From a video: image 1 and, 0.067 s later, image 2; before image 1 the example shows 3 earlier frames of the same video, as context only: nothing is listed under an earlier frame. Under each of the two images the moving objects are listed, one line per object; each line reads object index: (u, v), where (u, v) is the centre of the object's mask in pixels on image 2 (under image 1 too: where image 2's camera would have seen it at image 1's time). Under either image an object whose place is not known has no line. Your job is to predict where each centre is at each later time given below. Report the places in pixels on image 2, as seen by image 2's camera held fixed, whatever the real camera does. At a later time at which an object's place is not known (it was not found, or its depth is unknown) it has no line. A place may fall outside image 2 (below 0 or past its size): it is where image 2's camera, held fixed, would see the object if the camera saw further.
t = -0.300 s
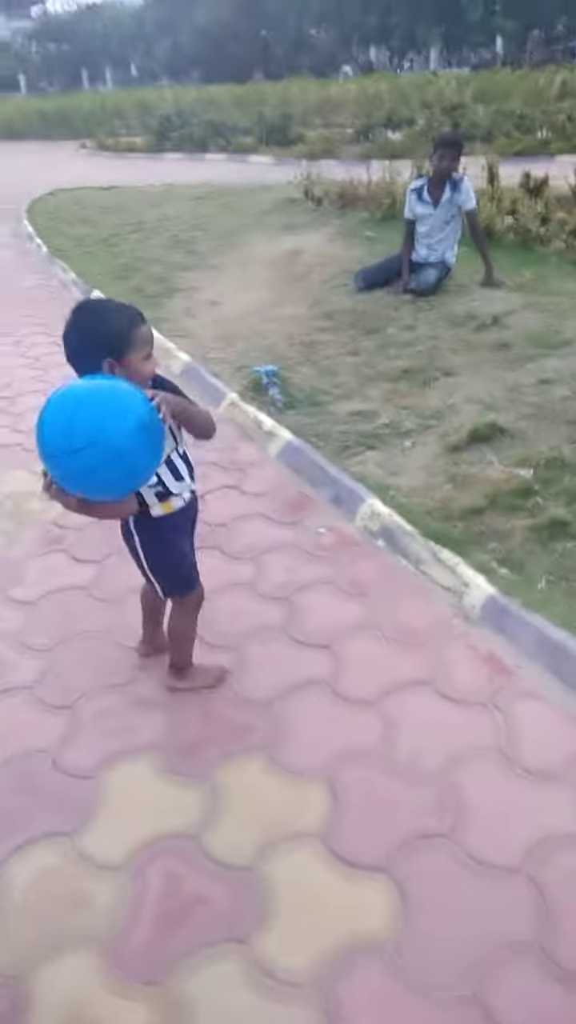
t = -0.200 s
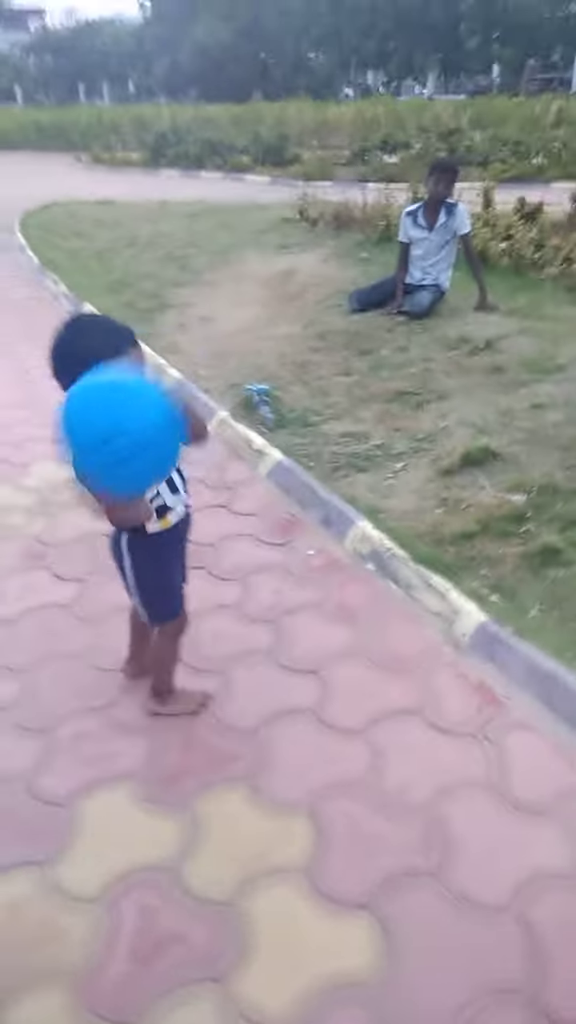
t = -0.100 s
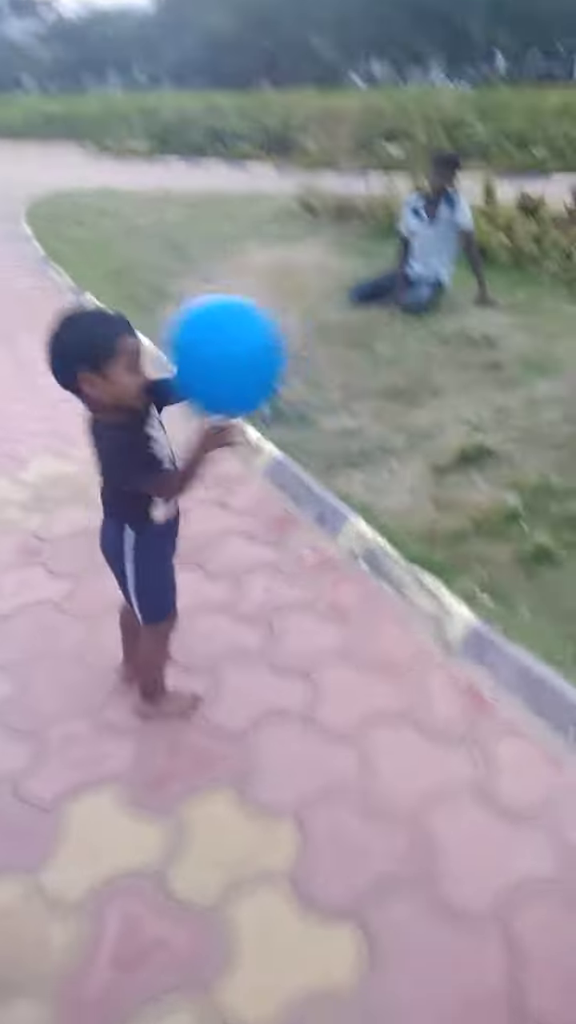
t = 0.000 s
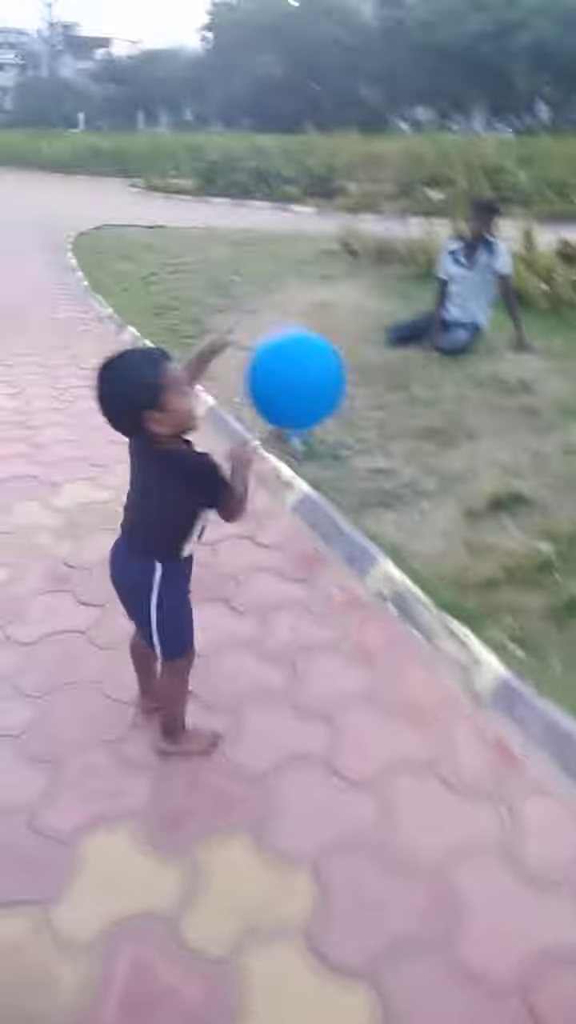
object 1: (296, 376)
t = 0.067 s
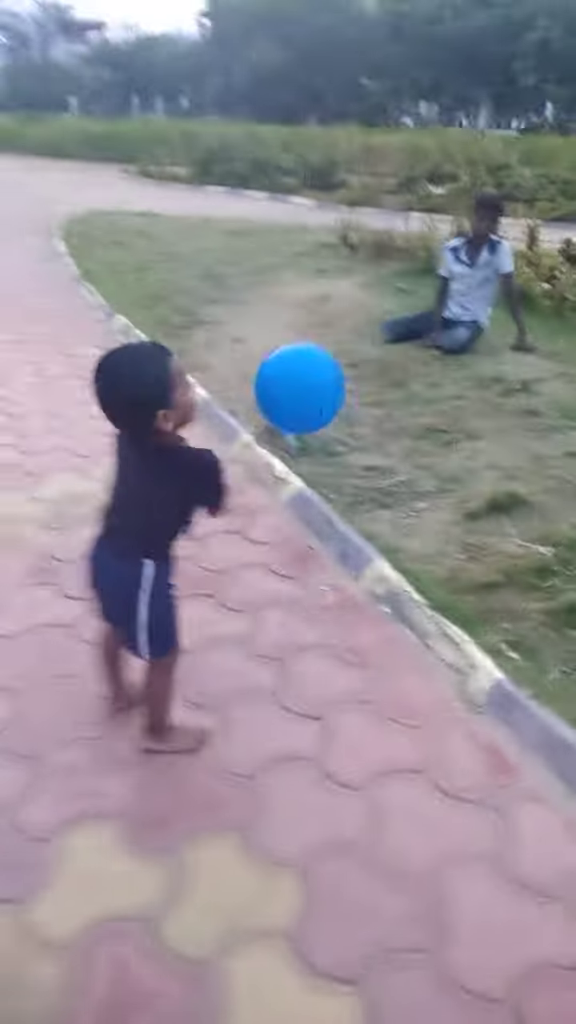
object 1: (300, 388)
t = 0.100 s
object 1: (303, 399)
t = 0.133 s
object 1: (305, 413)
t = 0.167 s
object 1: (308, 426)
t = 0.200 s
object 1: (312, 441)
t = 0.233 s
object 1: (314, 458)
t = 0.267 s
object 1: (316, 465)
